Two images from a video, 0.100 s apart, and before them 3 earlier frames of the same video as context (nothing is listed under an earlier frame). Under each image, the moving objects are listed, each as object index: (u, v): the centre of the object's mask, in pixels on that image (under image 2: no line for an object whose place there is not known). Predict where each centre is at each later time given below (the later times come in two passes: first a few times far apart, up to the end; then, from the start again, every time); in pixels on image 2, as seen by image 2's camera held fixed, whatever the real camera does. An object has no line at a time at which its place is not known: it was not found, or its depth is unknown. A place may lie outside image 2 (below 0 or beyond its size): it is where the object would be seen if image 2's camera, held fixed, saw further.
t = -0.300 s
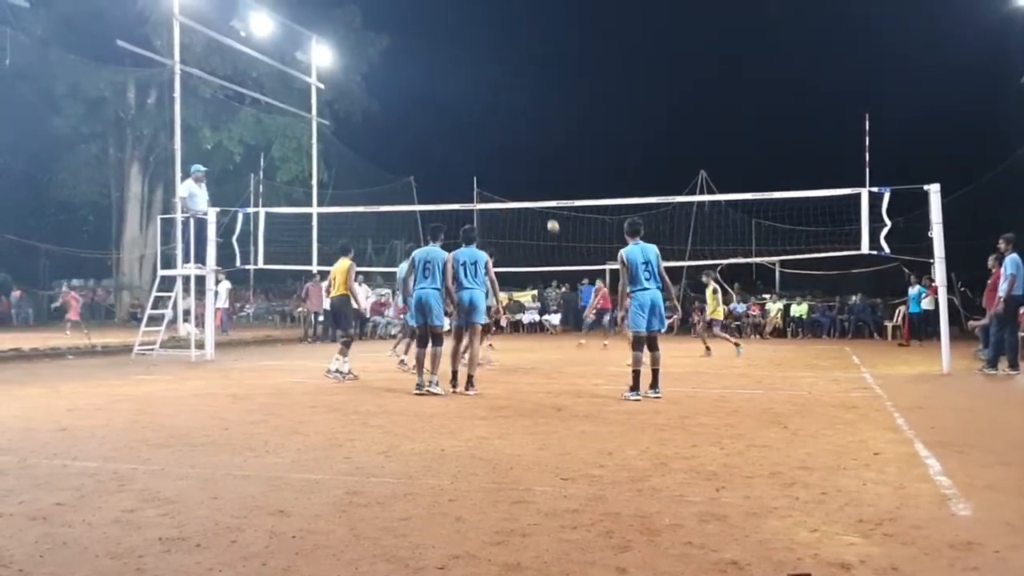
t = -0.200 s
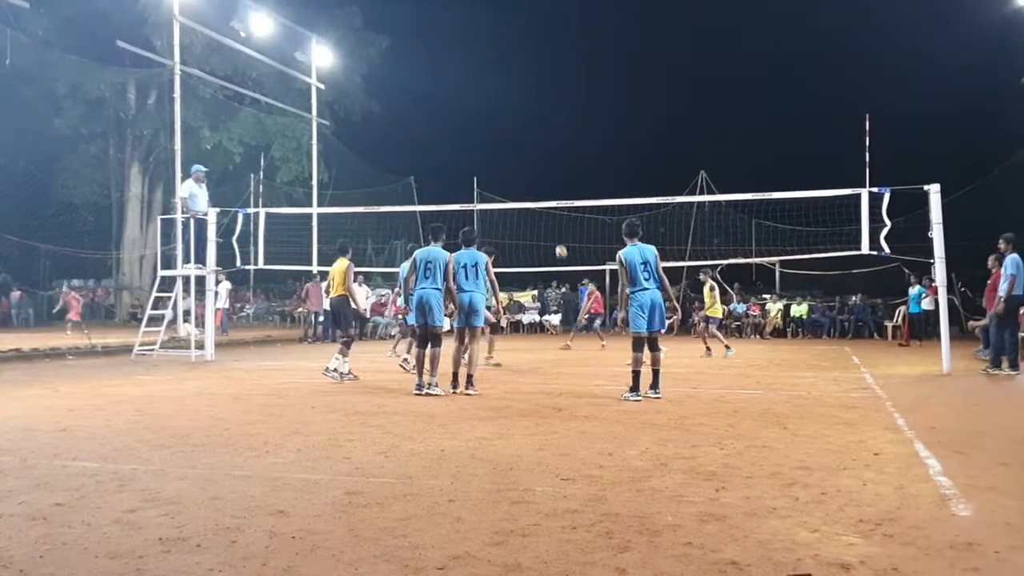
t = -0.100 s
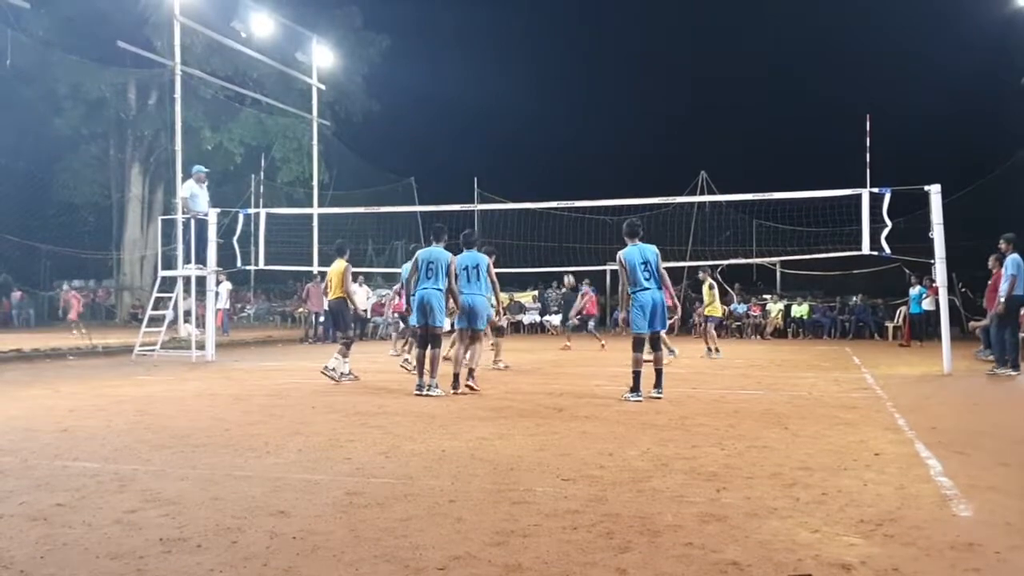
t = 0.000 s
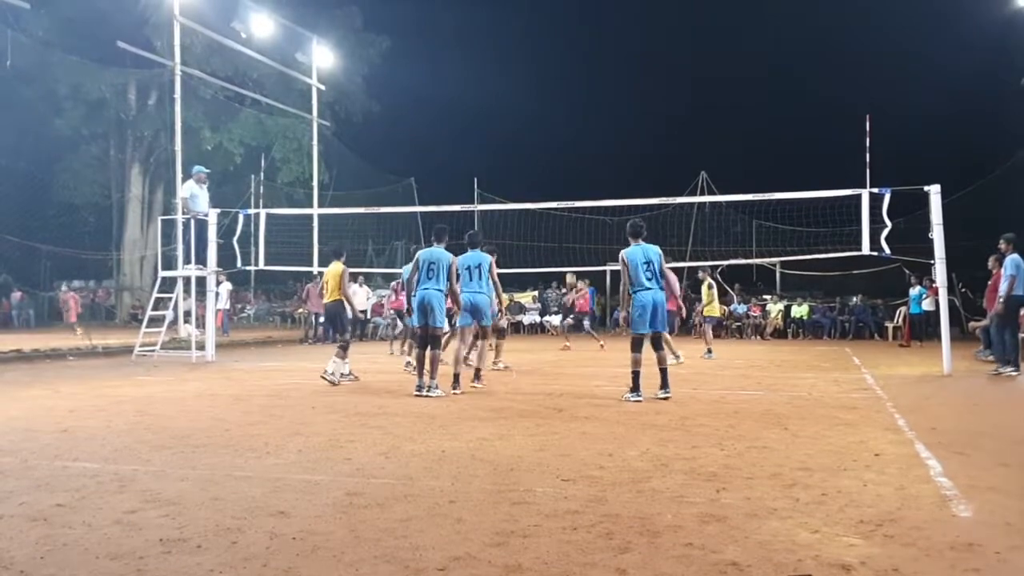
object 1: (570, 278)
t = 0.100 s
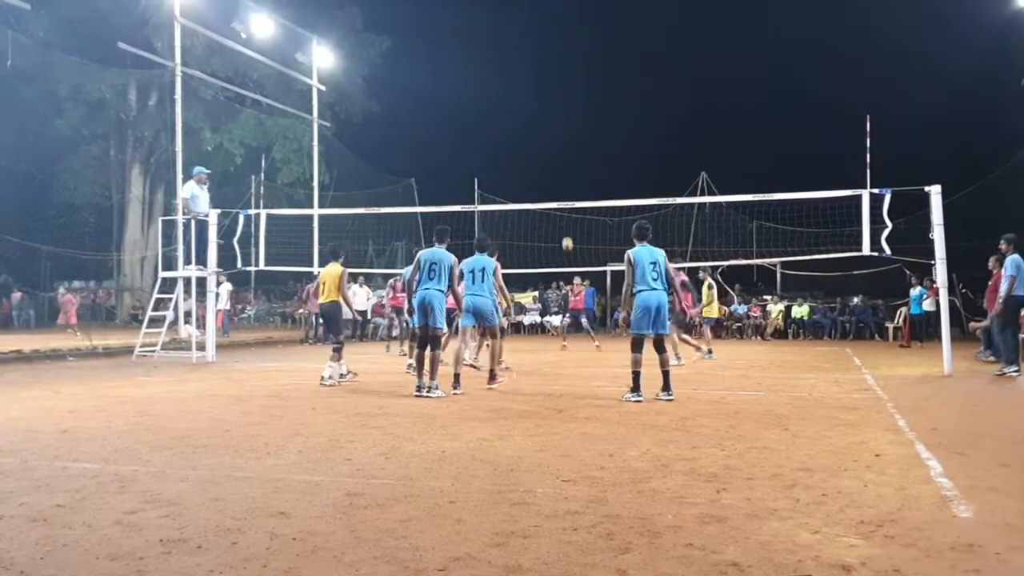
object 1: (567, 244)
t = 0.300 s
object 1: (560, 184)
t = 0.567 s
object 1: (550, 132)
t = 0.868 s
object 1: (538, 117)
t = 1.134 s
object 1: (528, 145)
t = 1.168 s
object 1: (527, 151)
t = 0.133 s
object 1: (566, 232)
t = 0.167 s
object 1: (565, 222)
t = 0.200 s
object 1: (563, 211)
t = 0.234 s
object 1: (562, 200)
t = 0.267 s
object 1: (561, 193)
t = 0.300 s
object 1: (560, 184)
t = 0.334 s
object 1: (558, 175)
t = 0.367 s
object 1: (557, 167)
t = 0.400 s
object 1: (556, 160)
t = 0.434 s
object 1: (555, 153)
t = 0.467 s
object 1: (554, 148)
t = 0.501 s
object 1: (552, 142)
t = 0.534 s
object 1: (551, 137)
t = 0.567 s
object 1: (550, 132)
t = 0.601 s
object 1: (549, 128)
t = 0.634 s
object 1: (548, 125)
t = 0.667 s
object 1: (546, 122)
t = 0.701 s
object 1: (545, 120)
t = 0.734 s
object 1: (544, 118)
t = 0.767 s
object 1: (543, 117)
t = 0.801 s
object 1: (541, 116)
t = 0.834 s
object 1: (540, 116)
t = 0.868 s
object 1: (538, 117)
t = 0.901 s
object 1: (537, 118)
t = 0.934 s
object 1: (536, 120)
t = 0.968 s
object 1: (535, 122)
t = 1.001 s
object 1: (533, 125)
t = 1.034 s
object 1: (532, 129)
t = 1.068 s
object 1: (531, 134)
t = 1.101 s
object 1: (530, 139)
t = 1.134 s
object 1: (528, 145)
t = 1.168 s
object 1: (527, 151)
